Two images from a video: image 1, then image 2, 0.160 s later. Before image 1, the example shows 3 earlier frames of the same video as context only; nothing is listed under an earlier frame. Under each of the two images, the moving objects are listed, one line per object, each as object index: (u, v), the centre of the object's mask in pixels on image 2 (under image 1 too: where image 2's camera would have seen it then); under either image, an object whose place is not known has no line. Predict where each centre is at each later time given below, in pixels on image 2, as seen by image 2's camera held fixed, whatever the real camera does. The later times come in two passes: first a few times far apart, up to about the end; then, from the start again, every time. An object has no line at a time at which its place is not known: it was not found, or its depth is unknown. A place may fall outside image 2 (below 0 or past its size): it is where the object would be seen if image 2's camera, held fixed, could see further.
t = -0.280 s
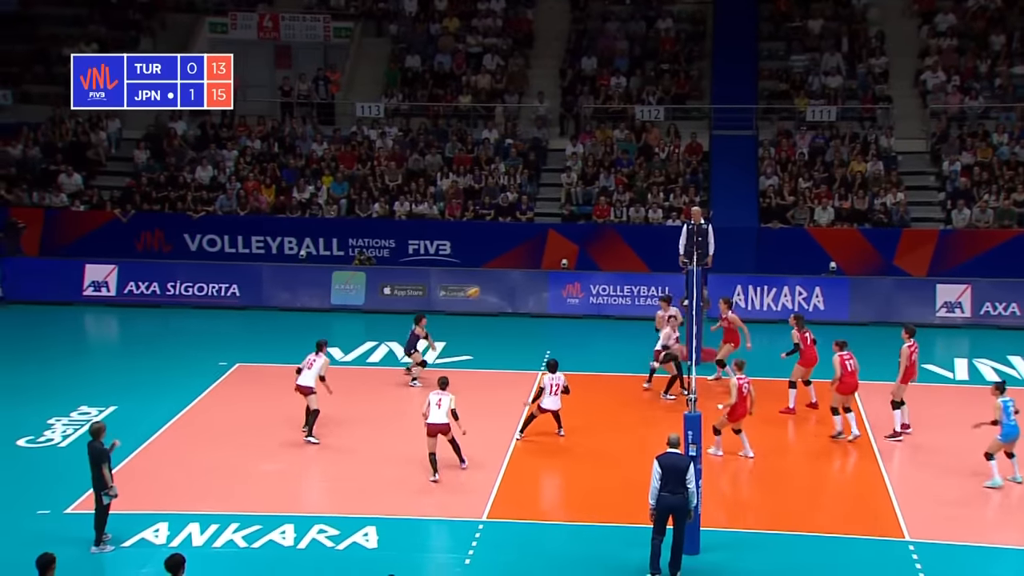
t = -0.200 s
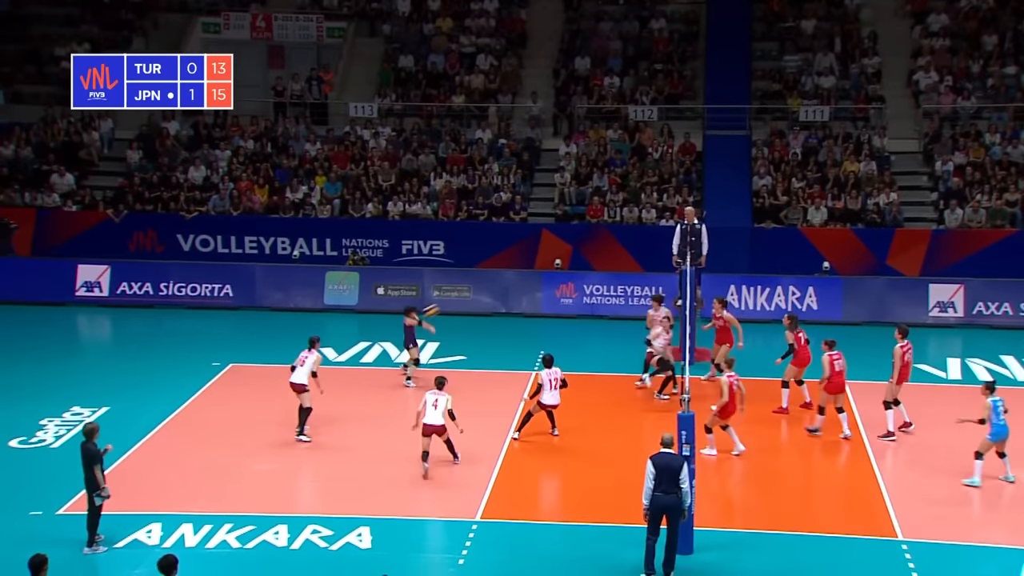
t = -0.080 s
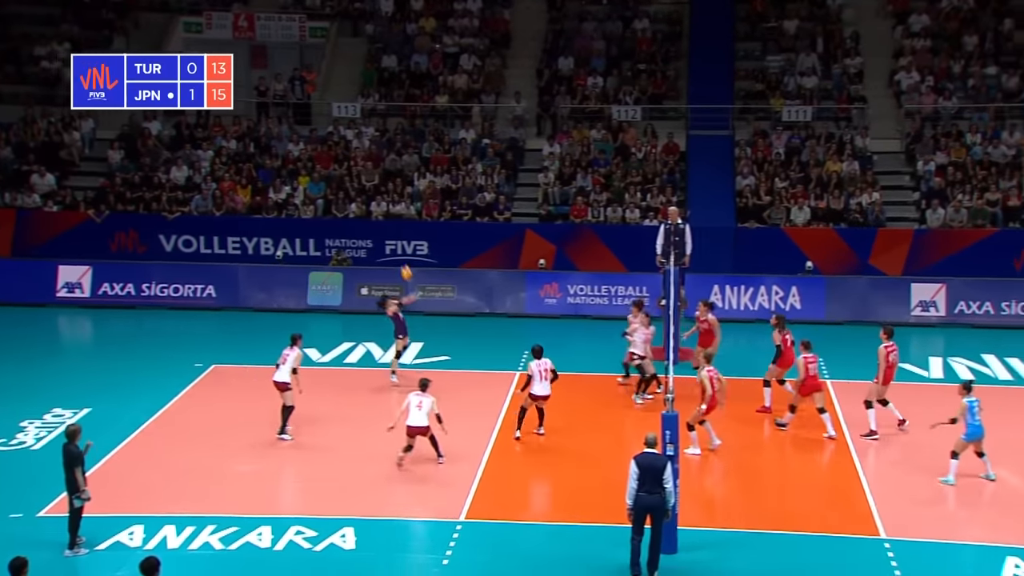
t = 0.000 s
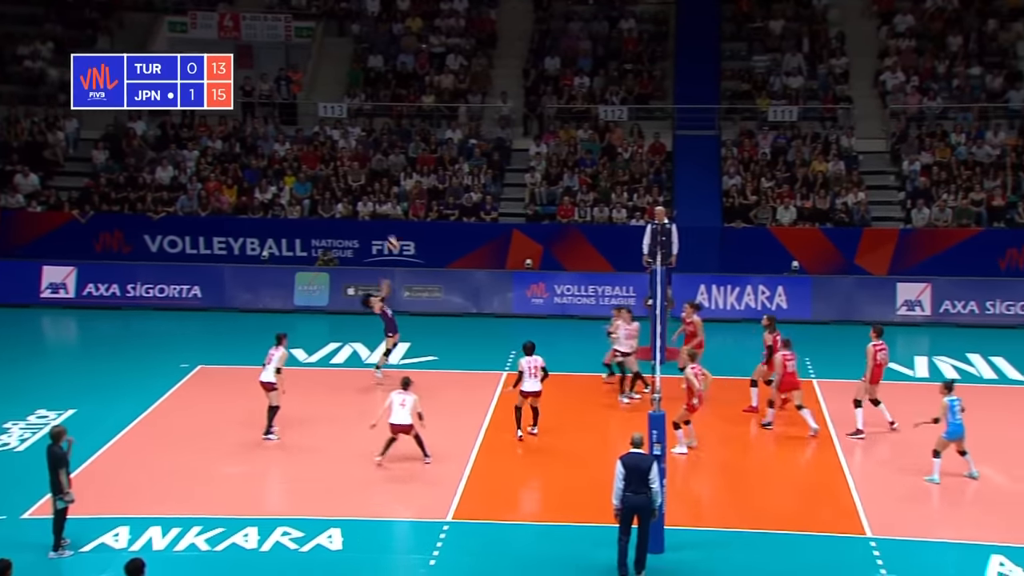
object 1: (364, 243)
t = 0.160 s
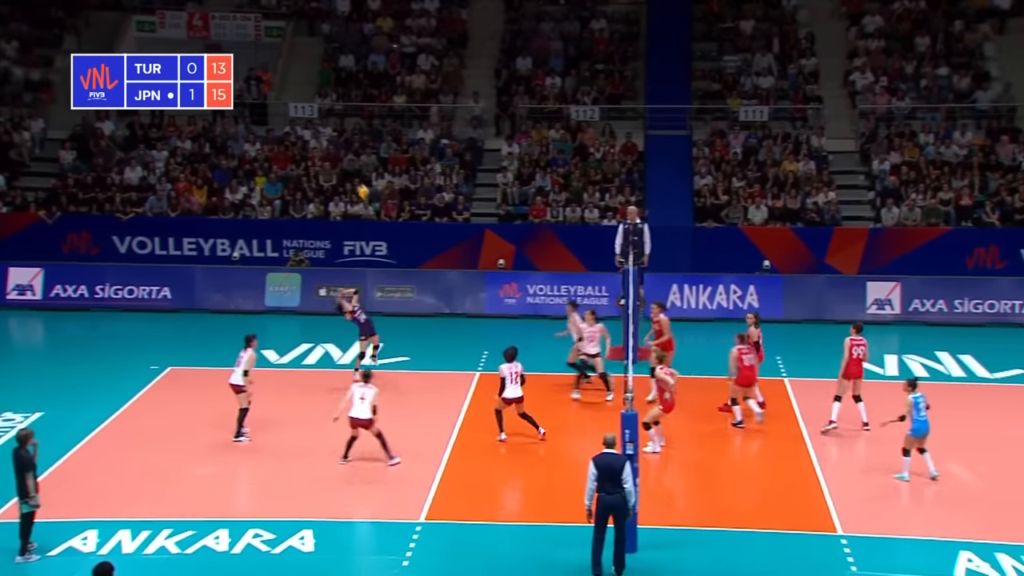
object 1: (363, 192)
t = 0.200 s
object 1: (362, 181)
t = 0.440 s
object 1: (360, 133)
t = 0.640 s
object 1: (357, 117)
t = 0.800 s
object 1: (355, 120)
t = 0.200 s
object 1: (362, 181)
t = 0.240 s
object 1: (362, 172)
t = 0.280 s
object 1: (362, 162)
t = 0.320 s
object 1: (361, 153)
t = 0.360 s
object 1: (361, 145)
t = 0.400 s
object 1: (360, 139)
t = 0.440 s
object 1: (360, 133)
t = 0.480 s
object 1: (359, 128)
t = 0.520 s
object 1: (359, 124)
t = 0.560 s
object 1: (358, 121)
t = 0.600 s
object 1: (357, 118)
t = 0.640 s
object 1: (357, 117)
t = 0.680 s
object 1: (357, 116)
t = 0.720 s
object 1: (356, 117)
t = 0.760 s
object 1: (356, 118)
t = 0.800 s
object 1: (355, 120)
